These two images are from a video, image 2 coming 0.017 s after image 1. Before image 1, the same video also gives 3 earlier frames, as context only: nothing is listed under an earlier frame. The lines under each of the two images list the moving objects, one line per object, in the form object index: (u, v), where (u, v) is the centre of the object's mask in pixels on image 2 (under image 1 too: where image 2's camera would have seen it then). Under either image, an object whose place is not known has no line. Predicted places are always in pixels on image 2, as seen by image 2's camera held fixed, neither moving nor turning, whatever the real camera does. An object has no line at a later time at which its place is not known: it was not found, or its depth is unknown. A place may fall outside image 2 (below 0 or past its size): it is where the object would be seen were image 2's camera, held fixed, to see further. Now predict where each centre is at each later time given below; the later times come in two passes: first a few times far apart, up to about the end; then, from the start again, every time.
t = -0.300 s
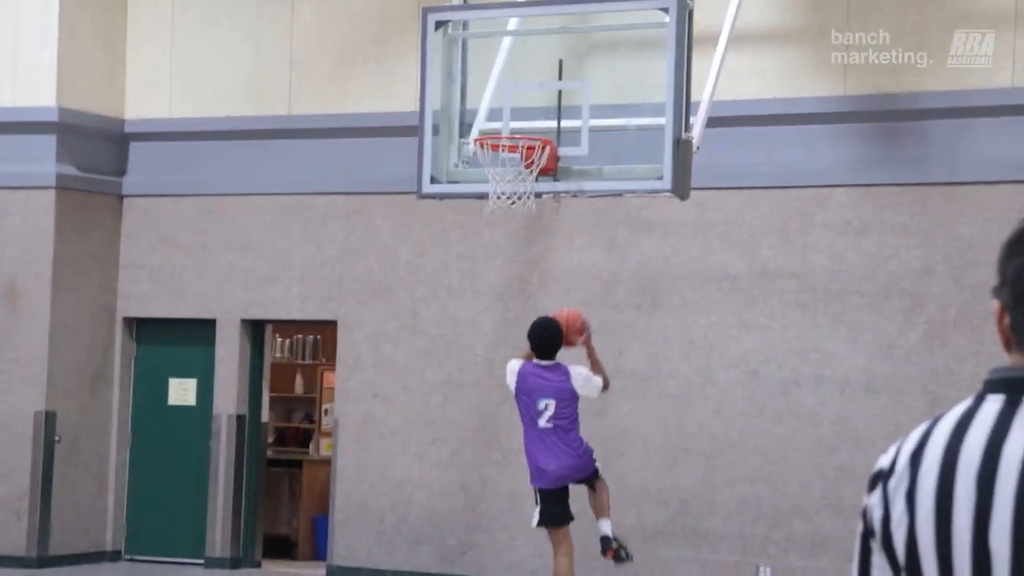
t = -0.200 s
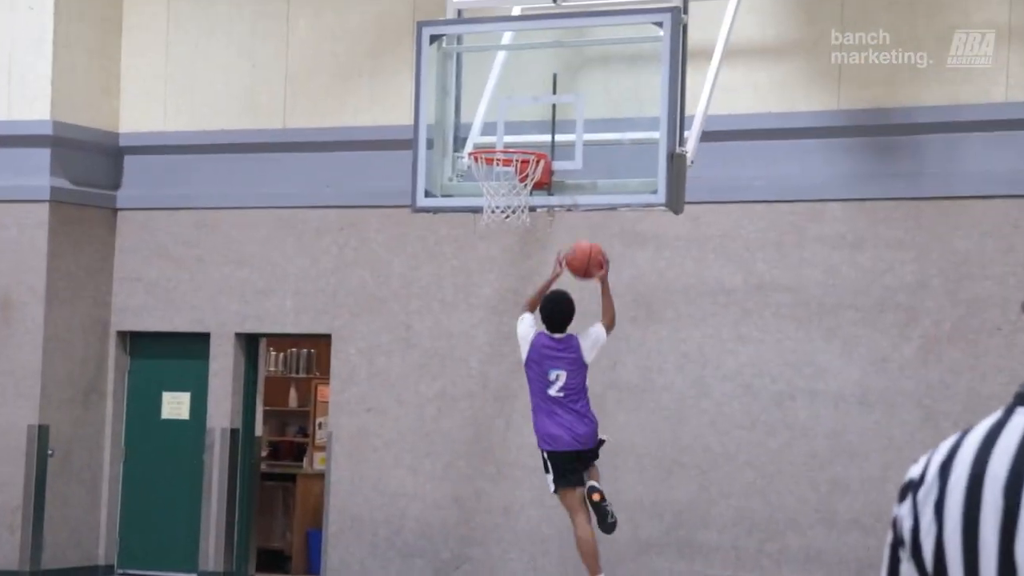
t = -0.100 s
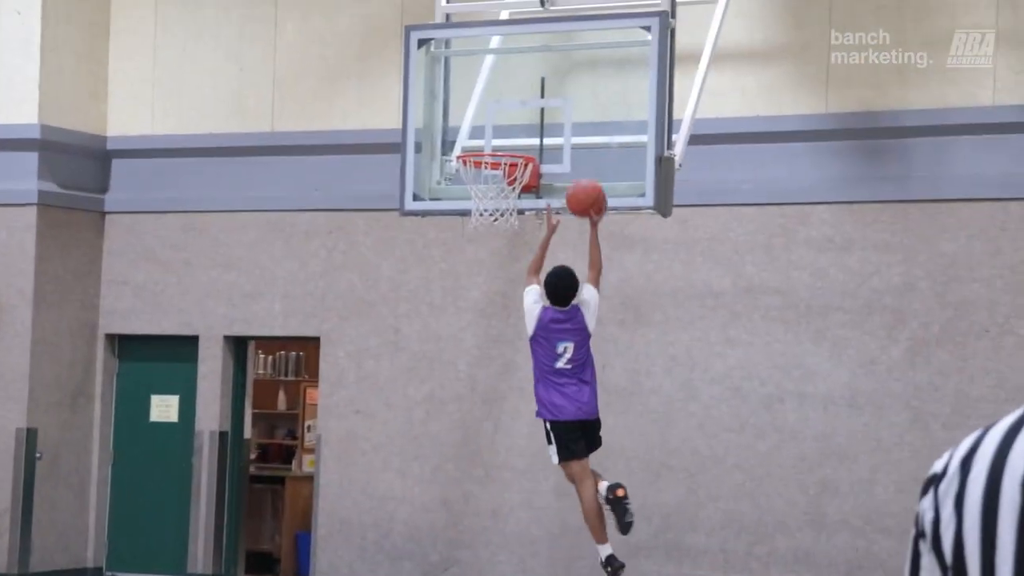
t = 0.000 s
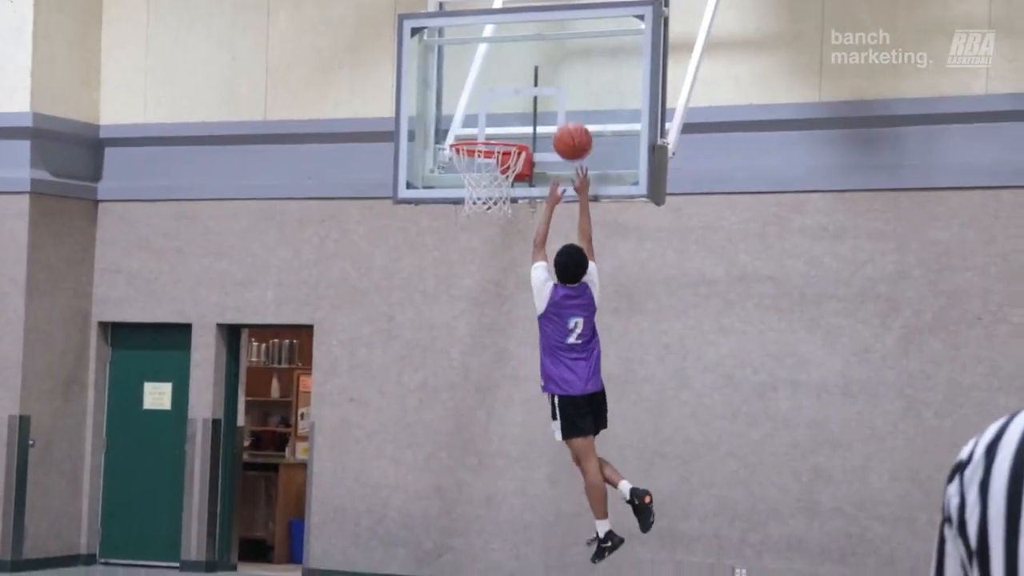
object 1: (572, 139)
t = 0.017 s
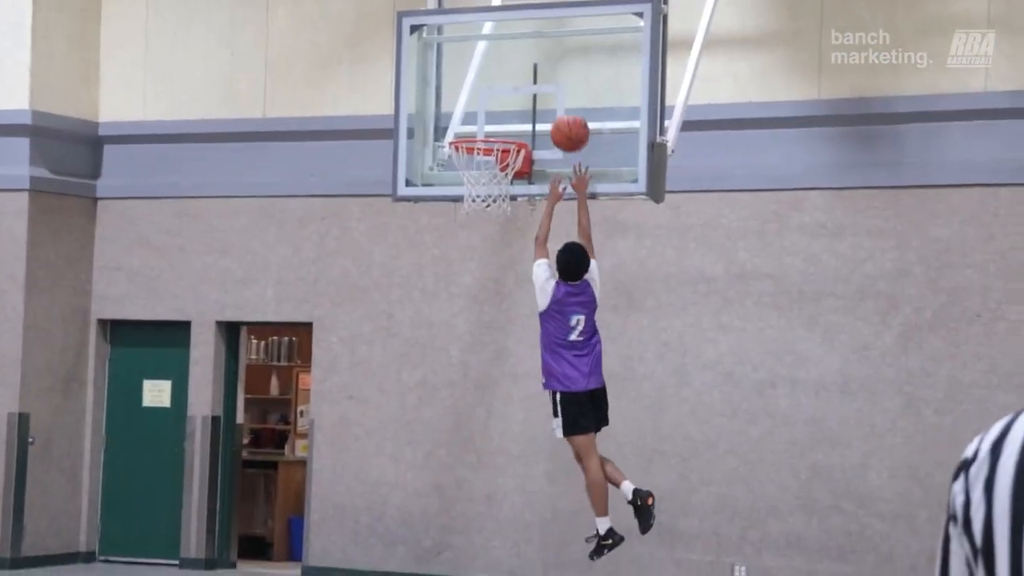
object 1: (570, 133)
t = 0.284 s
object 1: (521, 100)
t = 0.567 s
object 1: (473, 178)
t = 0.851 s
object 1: (465, 301)
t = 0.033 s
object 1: (568, 127)
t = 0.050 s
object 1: (565, 123)
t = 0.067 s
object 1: (563, 119)
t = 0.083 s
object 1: (560, 115)
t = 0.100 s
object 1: (558, 111)
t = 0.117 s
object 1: (555, 108)
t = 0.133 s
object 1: (552, 106)
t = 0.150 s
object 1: (548, 104)
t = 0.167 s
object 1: (545, 103)
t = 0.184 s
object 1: (541, 101)
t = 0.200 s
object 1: (538, 100)
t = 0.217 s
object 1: (534, 98)
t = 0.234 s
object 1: (530, 97)
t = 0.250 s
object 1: (528, 98)
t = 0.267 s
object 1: (524, 99)
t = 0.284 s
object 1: (521, 100)
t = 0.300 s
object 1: (518, 101)
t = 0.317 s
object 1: (513, 102)
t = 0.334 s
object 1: (510, 105)
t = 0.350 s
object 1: (507, 108)
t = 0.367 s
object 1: (504, 111)
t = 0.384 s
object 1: (501, 115)
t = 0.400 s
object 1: (498, 119)
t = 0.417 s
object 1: (495, 122)
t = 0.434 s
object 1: (492, 125)
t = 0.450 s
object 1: (489, 127)
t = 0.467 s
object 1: (485, 136)
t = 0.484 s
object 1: (480, 146)
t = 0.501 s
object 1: (479, 157)
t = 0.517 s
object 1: (477, 161)
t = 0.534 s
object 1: (475, 166)
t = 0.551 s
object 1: (474, 175)
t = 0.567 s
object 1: (473, 178)
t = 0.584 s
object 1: (472, 183)
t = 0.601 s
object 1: (473, 198)
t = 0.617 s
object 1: (475, 199)
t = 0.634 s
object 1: (474, 201)
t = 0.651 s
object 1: (474, 204)
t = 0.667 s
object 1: (473, 208)
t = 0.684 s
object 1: (473, 214)
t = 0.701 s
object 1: (472, 221)
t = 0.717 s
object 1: (472, 227)
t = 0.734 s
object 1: (471, 236)
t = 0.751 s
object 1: (471, 244)
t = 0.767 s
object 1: (470, 252)
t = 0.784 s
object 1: (468, 261)
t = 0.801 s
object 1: (468, 270)
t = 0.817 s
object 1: (466, 280)
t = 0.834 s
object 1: (466, 290)
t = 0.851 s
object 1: (465, 301)
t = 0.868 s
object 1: (464, 313)
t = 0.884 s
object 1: (463, 325)
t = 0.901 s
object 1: (462, 338)
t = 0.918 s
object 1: (461, 350)
